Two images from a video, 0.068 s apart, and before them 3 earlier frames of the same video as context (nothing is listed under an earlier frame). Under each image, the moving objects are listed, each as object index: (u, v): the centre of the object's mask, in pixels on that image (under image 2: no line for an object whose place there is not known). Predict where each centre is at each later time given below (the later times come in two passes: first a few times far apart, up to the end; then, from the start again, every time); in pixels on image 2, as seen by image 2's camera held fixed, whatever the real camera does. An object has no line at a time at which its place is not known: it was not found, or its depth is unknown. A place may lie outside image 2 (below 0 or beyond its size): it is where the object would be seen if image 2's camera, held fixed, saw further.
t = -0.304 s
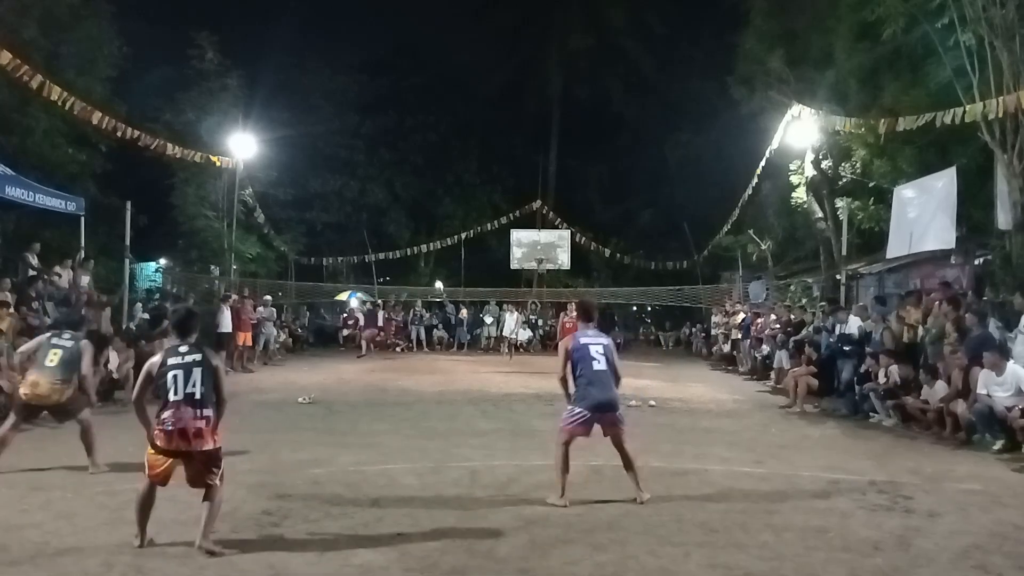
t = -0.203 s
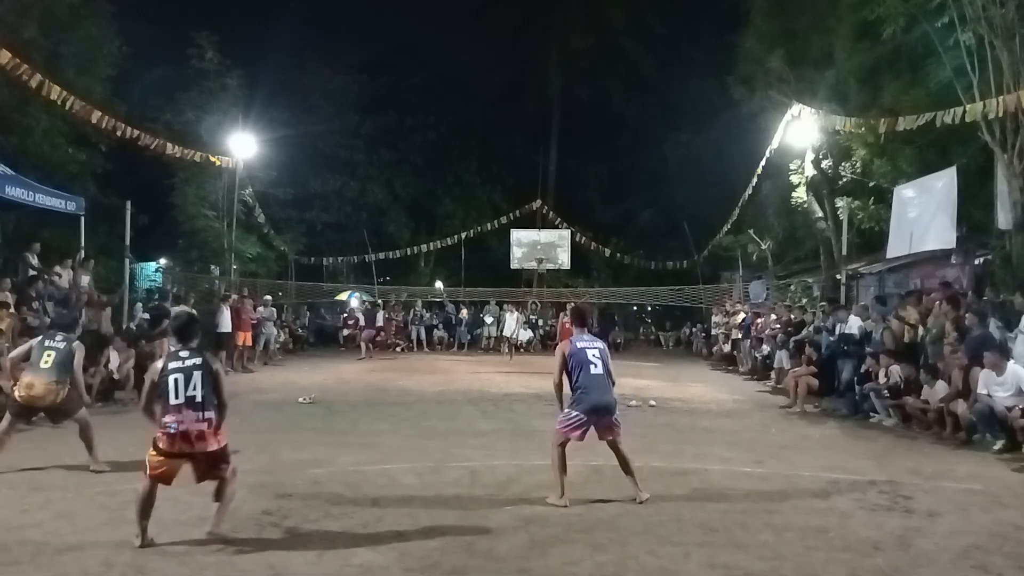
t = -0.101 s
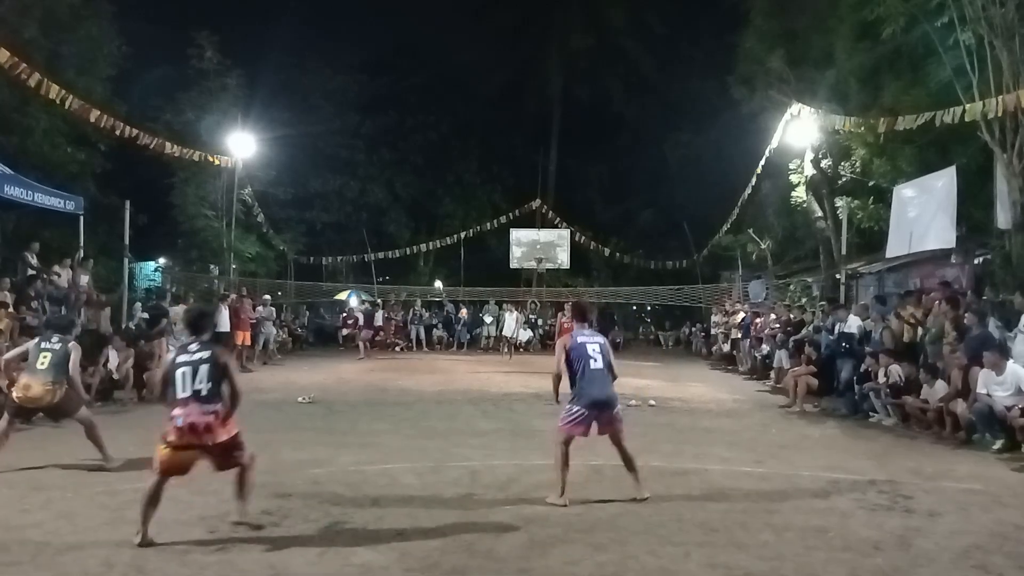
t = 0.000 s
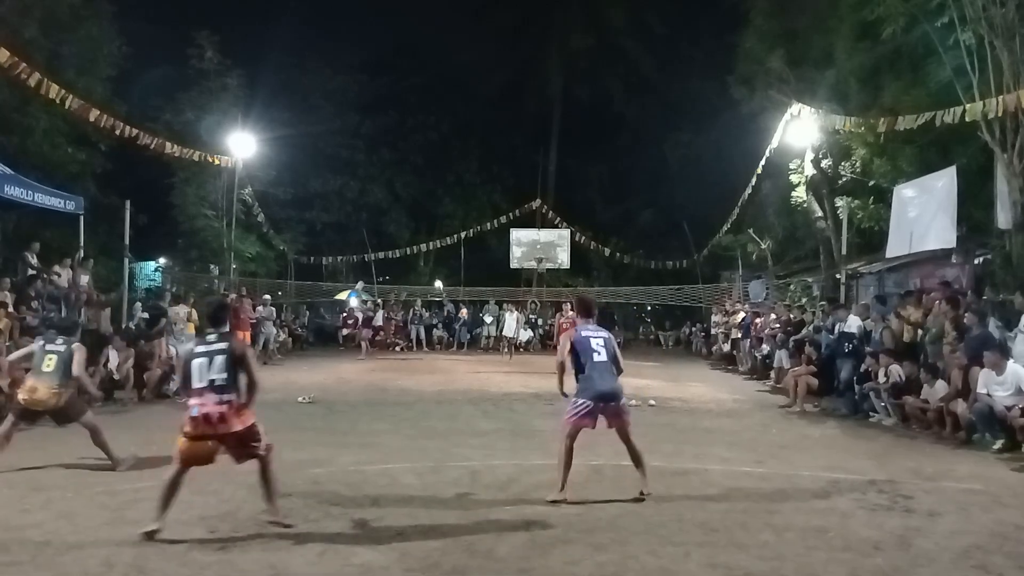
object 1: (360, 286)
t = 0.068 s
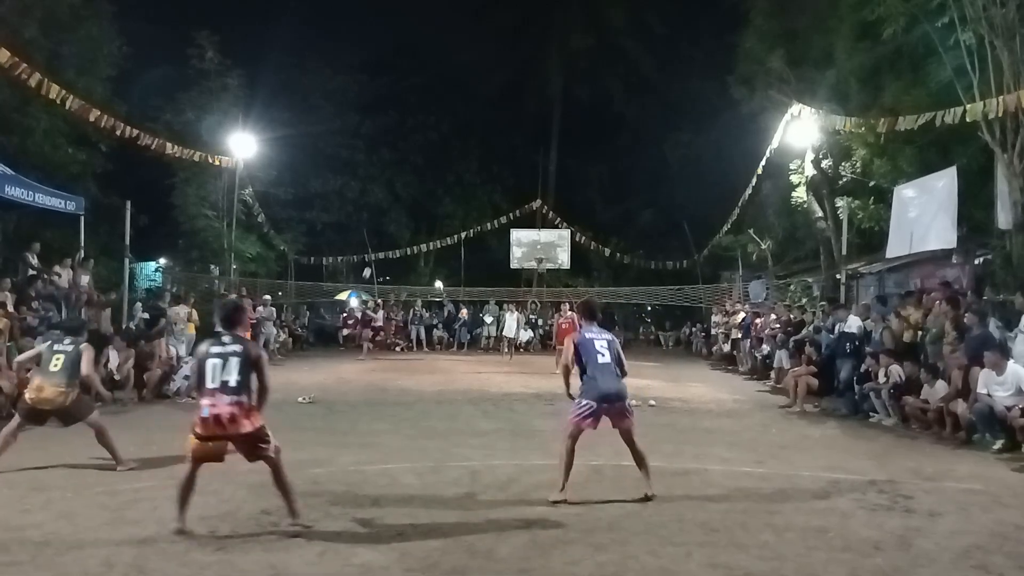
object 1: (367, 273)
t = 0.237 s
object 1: (388, 241)
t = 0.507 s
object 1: (444, 195)
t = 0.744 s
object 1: (528, 172)
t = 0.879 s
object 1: (599, 180)
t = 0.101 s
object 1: (371, 266)
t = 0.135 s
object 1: (374, 260)
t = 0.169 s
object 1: (379, 253)
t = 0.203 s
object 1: (383, 247)
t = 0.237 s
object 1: (388, 241)
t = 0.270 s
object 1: (393, 235)
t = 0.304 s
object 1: (399, 229)
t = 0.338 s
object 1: (406, 223)
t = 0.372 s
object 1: (412, 217)
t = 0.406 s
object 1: (419, 212)
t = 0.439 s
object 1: (427, 206)
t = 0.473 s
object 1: (435, 200)
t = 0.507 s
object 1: (444, 195)
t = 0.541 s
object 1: (453, 190)
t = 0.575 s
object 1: (463, 185)
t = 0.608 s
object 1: (475, 181)
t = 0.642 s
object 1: (486, 177)
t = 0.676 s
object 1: (499, 174)
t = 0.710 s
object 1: (513, 173)
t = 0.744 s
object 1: (528, 172)
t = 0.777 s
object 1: (544, 172)
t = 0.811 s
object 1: (561, 173)
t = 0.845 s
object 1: (579, 176)
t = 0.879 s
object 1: (599, 180)
